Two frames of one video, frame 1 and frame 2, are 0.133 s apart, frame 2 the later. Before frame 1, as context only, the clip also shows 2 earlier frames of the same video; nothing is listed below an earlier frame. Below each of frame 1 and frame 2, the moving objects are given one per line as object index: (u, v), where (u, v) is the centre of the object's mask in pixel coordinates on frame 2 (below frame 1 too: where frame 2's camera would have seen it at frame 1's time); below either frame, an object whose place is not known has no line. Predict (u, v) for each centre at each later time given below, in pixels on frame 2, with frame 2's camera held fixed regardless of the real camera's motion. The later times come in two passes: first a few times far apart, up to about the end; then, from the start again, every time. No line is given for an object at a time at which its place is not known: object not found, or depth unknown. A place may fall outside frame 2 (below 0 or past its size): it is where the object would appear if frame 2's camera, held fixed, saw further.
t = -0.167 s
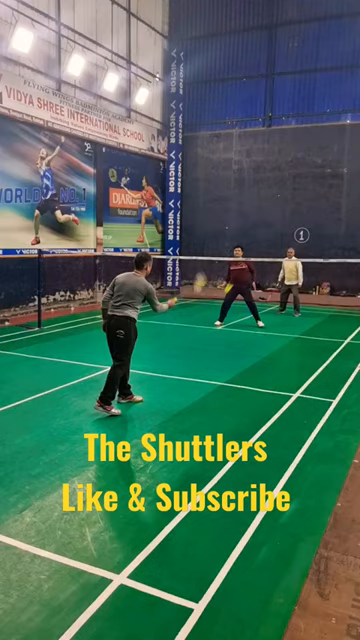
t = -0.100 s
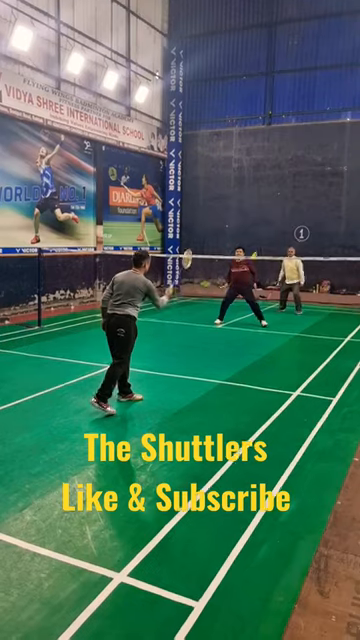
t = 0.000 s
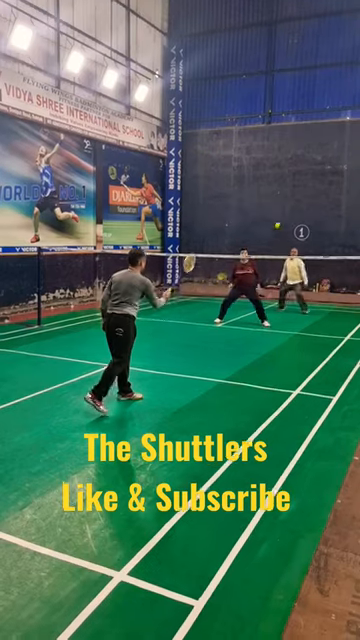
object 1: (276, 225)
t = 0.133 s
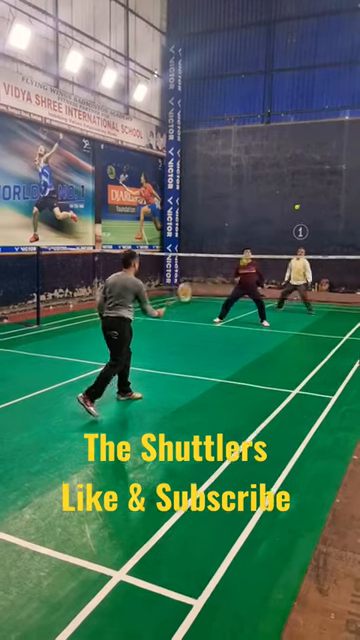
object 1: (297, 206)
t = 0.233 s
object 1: (308, 203)
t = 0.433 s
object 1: (322, 211)
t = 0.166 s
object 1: (300, 204)
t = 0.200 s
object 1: (304, 203)
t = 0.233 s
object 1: (308, 203)
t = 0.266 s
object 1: (310, 203)
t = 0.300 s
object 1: (313, 203)
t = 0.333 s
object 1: (315, 204)
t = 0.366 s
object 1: (318, 206)
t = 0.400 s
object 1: (320, 208)
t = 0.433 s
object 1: (322, 211)
